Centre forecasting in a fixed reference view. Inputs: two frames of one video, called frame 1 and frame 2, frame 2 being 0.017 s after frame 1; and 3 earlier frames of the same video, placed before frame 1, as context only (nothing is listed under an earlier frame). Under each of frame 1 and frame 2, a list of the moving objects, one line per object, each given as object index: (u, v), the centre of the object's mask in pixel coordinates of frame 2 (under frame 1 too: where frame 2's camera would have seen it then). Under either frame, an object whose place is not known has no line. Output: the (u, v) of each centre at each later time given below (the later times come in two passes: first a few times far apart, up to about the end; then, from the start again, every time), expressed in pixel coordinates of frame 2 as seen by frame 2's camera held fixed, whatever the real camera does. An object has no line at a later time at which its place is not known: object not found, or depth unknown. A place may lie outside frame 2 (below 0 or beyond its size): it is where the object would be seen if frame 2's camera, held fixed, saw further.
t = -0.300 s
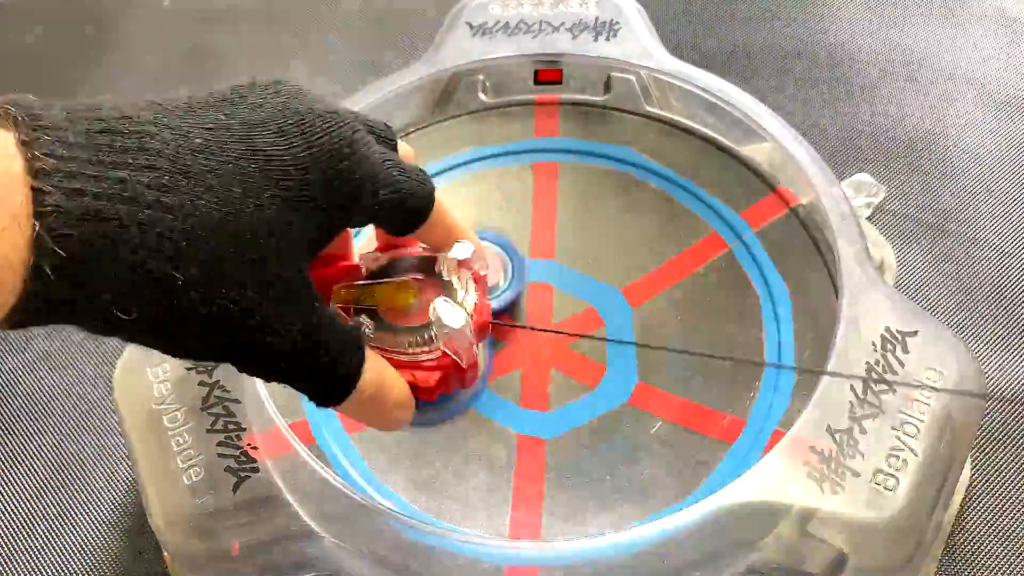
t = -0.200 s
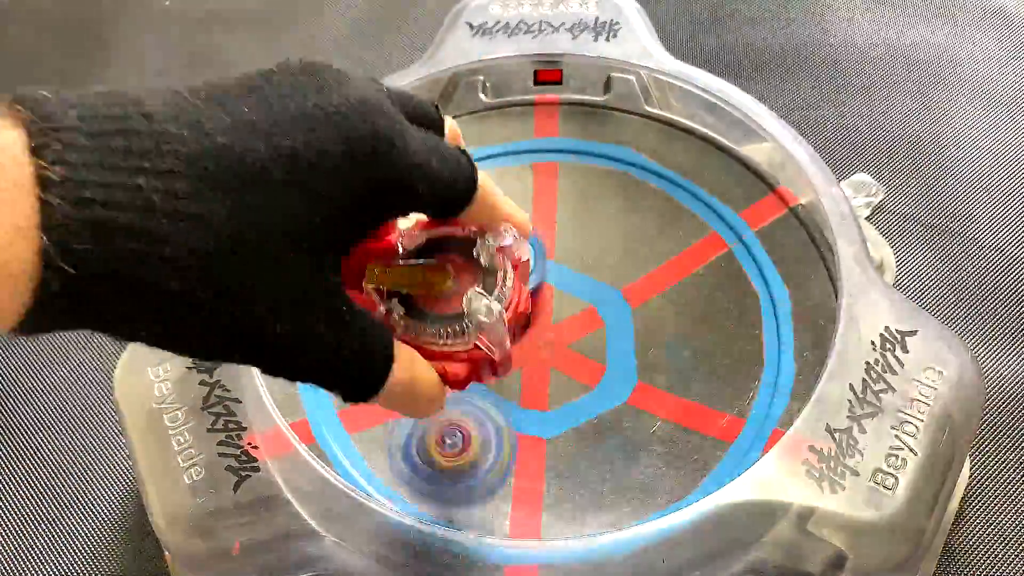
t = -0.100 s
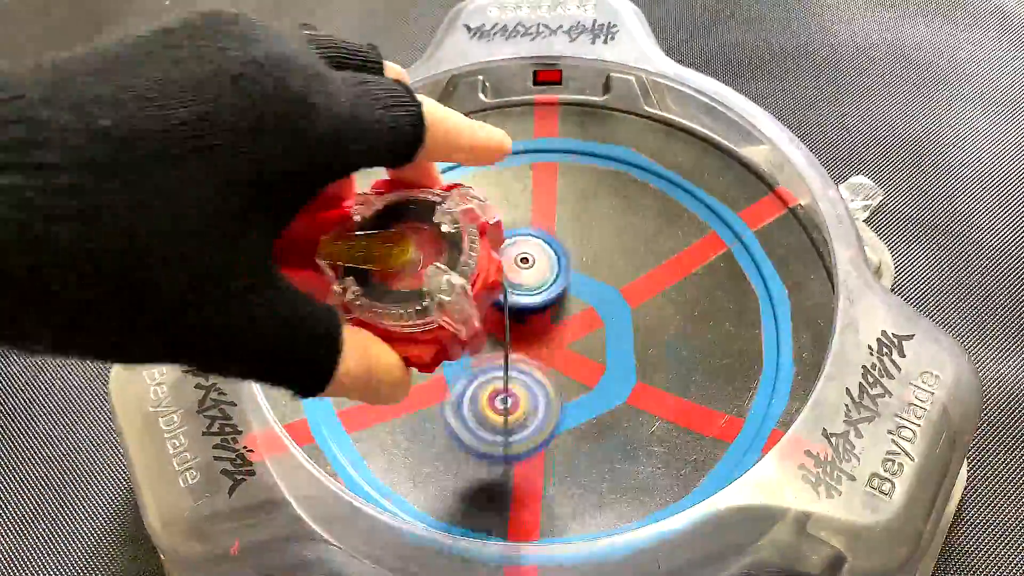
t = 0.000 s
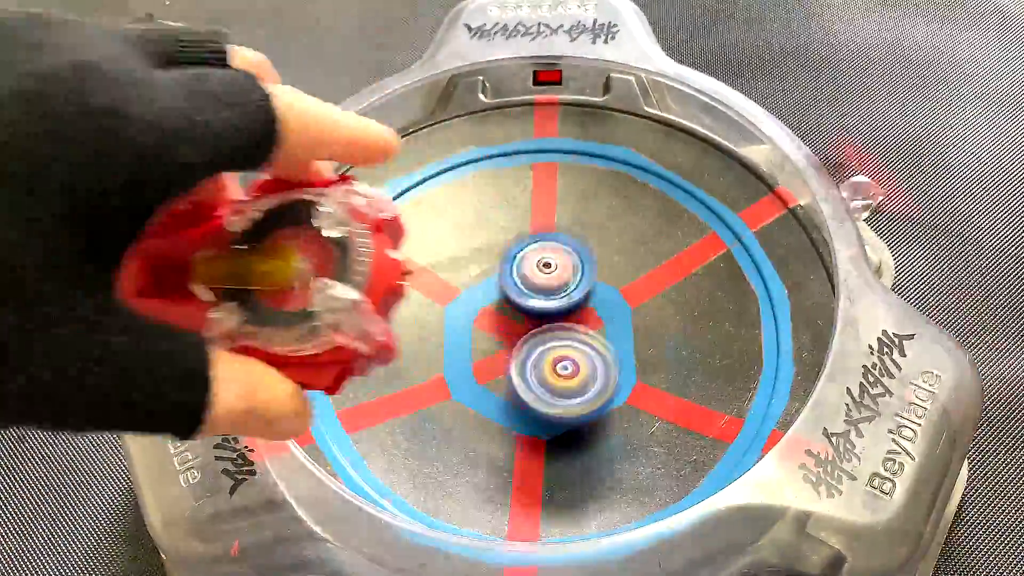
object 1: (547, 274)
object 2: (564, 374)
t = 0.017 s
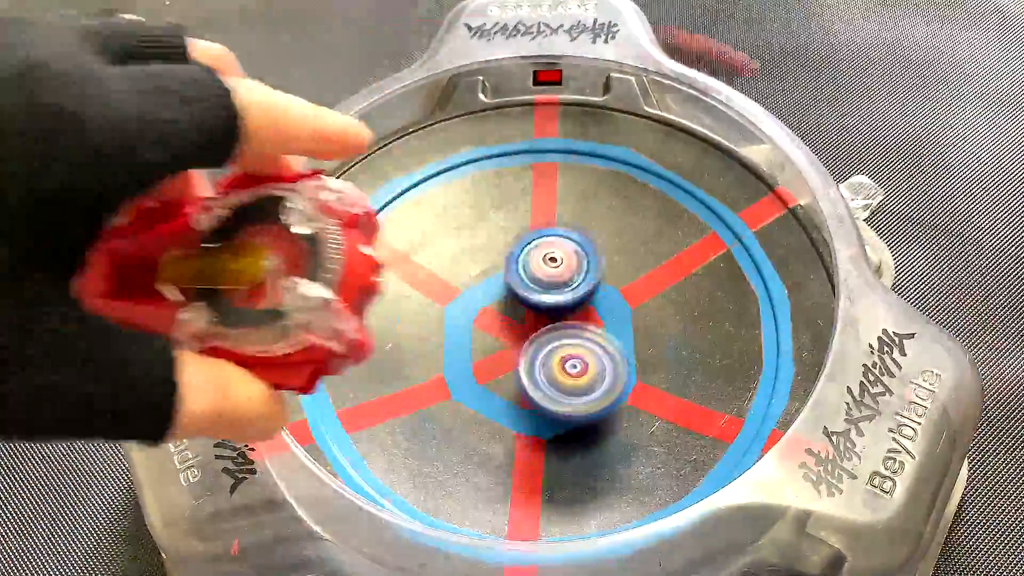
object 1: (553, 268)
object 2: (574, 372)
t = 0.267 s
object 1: (594, 202)
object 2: (600, 311)
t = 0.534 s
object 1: (617, 277)
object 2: (432, 330)
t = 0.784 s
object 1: (546, 348)
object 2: (499, 466)
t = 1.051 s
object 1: (493, 301)
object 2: (747, 278)
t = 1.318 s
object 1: (536, 281)
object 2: (459, 138)
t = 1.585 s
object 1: (522, 305)
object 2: (506, 502)
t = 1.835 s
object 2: (698, 176)
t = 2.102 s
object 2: (307, 319)
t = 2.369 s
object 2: (739, 412)
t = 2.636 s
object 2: (518, 128)
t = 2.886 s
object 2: (342, 421)
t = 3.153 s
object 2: (768, 363)
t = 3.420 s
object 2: (506, 131)
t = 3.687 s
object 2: (330, 408)
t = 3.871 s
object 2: (639, 485)
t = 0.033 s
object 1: (557, 262)
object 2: (581, 369)
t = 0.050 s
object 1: (562, 258)
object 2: (588, 362)
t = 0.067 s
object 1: (566, 254)
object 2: (594, 355)
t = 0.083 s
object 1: (570, 250)
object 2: (599, 346)
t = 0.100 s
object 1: (574, 248)
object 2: (604, 336)
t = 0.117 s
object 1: (577, 245)
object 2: (608, 329)
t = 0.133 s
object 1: (581, 239)
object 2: (611, 325)
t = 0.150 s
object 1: (583, 234)
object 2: (613, 320)
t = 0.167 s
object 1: (586, 229)
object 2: (613, 316)
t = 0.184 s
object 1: (588, 224)
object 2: (613, 313)
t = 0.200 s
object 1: (590, 221)
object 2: (611, 310)
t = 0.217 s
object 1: (592, 216)
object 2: (609, 308)
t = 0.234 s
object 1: (593, 209)
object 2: (607, 310)
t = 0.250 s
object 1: (593, 206)
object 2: (604, 311)
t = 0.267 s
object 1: (594, 202)
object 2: (600, 311)
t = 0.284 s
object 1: (595, 201)
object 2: (594, 311)
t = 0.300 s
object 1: (596, 200)
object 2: (587, 309)
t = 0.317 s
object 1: (598, 200)
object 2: (578, 308)
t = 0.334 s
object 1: (600, 201)
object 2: (570, 307)
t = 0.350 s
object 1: (602, 204)
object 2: (562, 306)
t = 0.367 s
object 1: (603, 208)
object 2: (549, 304)
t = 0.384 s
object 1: (606, 211)
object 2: (539, 302)
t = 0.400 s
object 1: (608, 216)
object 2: (526, 302)
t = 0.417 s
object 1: (611, 222)
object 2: (512, 303)
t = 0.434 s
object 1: (613, 229)
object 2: (499, 305)
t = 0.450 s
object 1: (616, 235)
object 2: (486, 307)
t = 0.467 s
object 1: (618, 243)
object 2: (474, 311)
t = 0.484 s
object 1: (619, 250)
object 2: (461, 315)
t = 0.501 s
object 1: (618, 260)
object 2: (450, 320)
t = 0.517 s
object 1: (618, 267)
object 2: (442, 324)
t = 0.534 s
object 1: (617, 277)
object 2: (432, 330)
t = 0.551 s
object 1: (615, 285)
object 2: (424, 337)
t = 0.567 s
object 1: (612, 294)
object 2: (418, 345)
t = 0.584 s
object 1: (610, 302)
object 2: (412, 354)
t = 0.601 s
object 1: (606, 310)
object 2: (408, 363)
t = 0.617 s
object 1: (602, 317)
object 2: (406, 372)
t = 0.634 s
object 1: (598, 324)
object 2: (406, 383)
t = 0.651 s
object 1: (594, 329)
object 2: (408, 393)
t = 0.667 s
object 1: (589, 332)
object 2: (411, 405)
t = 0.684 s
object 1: (584, 335)
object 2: (418, 415)
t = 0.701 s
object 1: (580, 339)
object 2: (426, 427)
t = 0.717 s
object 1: (571, 343)
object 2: (436, 436)
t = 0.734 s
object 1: (564, 346)
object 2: (449, 447)
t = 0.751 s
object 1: (557, 348)
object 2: (463, 454)
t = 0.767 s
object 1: (552, 349)
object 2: (481, 461)
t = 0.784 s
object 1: (546, 348)
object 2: (499, 466)
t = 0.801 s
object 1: (541, 347)
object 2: (520, 469)
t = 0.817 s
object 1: (536, 346)
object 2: (542, 470)
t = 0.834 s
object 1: (531, 344)
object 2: (564, 469)
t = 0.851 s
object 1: (526, 342)
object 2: (589, 468)
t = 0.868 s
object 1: (521, 340)
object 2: (610, 462)
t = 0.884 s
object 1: (517, 337)
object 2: (635, 456)
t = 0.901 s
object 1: (514, 335)
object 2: (655, 443)
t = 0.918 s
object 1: (510, 332)
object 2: (674, 425)
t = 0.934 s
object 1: (507, 329)
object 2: (691, 412)
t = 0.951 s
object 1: (503, 325)
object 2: (706, 395)
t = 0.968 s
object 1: (500, 320)
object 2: (717, 376)
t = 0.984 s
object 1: (497, 316)
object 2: (726, 359)
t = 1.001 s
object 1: (494, 312)
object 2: (736, 339)
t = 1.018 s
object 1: (494, 309)
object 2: (744, 319)
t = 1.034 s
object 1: (493, 305)
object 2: (746, 298)
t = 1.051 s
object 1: (493, 301)
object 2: (747, 278)
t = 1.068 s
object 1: (494, 297)
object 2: (743, 259)
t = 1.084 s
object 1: (496, 294)
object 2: (739, 238)
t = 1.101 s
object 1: (497, 291)
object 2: (732, 219)
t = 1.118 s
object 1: (500, 288)
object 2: (721, 202)
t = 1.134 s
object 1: (503, 286)
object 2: (708, 184)
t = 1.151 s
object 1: (505, 285)
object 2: (696, 171)
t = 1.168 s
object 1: (508, 283)
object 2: (679, 159)
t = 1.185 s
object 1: (511, 282)
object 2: (659, 151)
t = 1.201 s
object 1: (515, 281)
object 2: (636, 142)
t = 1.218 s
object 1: (518, 281)
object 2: (613, 136)
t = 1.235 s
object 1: (521, 281)
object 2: (590, 130)
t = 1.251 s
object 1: (525, 281)
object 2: (566, 125)
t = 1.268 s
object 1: (527, 281)
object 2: (540, 124)
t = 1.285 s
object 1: (530, 281)
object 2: (514, 127)
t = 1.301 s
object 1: (533, 281)
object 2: (486, 130)
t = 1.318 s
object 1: (536, 281)
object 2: (459, 138)
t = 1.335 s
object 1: (537, 282)
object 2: (432, 149)
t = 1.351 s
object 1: (539, 282)
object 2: (406, 165)
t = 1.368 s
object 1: (540, 283)
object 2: (380, 181)
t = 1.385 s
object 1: (541, 283)
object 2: (358, 202)
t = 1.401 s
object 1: (541, 283)
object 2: (338, 226)
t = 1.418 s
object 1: (540, 284)
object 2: (322, 253)
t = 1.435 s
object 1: (540, 285)
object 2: (311, 284)
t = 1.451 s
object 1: (539, 287)
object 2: (304, 318)
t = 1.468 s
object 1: (536, 289)
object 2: (308, 353)
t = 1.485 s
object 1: (534, 291)
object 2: (319, 386)
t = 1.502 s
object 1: (532, 294)
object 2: (337, 414)
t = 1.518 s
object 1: (529, 297)
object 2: (363, 441)
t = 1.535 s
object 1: (527, 299)
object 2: (398, 467)
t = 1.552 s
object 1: (525, 301)
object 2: (429, 483)
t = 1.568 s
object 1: (524, 303)
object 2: (465, 494)
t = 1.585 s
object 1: (522, 305)
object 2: (506, 502)
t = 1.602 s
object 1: (520, 307)
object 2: (547, 503)
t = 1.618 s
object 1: (518, 309)
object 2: (592, 497)
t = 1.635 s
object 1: (516, 311)
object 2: (628, 486)
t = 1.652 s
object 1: (515, 312)
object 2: (664, 472)
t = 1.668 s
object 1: (513, 314)
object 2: (698, 451)
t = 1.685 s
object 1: (513, 314)
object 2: (725, 425)
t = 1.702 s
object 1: (512, 316)
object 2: (749, 396)
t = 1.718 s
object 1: (511, 317)
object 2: (764, 366)
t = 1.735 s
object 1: (510, 317)
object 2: (772, 336)
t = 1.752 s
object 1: (510, 317)
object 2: (775, 302)
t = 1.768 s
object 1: (510, 317)
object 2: (769, 274)
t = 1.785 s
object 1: (510, 318)
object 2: (757, 244)
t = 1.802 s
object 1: (510, 318)
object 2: (739, 217)
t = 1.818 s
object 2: (721, 194)
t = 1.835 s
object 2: (698, 176)
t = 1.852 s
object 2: (671, 160)
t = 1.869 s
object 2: (644, 145)
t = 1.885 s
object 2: (614, 136)
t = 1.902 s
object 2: (582, 128)
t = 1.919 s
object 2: (551, 126)
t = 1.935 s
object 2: (518, 127)
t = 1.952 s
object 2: (487, 132)
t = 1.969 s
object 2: (457, 140)
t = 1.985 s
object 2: (428, 152)
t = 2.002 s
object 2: (400, 169)
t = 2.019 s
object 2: (376, 185)
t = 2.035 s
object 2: (353, 208)
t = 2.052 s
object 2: (335, 231)
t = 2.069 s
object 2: (320, 259)
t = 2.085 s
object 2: (312, 287)
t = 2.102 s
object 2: (307, 319)
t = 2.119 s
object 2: (309, 351)
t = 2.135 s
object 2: (316, 377)
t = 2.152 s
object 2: (334, 407)
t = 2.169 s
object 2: (351, 431)
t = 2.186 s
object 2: (380, 454)
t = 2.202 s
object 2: (411, 472)
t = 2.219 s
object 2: (443, 486)
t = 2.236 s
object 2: (476, 497)
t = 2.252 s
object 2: (512, 502)
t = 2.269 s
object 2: (555, 503)
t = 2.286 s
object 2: (592, 497)
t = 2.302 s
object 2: (623, 489)
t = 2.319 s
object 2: (656, 477)
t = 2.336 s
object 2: (688, 460)
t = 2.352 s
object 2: (715, 439)
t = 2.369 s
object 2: (739, 412)
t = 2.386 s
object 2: (756, 387)
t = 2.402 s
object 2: (768, 358)
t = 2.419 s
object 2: (775, 329)
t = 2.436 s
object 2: (777, 302)
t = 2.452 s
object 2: (771, 273)
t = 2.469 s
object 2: (760, 248)
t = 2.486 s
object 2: (745, 224)
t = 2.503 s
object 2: (728, 201)
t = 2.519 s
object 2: (708, 182)
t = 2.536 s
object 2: (686, 167)
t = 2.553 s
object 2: (659, 154)
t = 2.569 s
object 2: (633, 141)
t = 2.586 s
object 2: (605, 132)
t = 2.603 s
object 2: (577, 128)
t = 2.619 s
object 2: (547, 127)
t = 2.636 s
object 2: (518, 128)
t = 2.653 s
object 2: (488, 133)
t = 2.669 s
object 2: (459, 141)
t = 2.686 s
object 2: (433, 151)
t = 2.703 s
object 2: (410, 164)
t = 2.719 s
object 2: (385, 179)
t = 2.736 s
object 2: (364, 197)
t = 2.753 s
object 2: (347, 220)
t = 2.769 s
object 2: (331, 242)
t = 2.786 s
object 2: (319, 268)
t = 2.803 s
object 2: (312, 291)
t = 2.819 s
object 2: (307, 319)
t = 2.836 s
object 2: (307, 348)
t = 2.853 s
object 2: (315, 372)
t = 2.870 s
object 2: (325, 396)
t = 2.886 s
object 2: (342, 421)
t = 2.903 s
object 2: (363, 442)
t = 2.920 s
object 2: (386, 463)
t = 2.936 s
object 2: (411, 479)
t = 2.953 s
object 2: (443, 490)
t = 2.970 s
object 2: (470, 498)
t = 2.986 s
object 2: (502, 500)
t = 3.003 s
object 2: (537, 502)
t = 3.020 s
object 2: (577, 501)
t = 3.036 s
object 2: (607, 496)
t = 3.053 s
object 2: (639, 486)
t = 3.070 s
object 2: (668, 473)
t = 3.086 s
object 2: (696, 457)
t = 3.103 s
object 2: (718, 439)
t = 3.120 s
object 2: (741, 412)
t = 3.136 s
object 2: (756, 389)
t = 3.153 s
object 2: (768, 363)
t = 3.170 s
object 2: (775, 339)
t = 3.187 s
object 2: (778, 312)
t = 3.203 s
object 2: (773, 284)
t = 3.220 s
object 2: (766, 261)
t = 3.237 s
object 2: (756, 238)
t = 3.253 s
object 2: (739, 216)
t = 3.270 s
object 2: (723, 197)
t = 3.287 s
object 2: (704, 181)
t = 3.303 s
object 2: (682, 166)
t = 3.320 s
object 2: (659, 155)
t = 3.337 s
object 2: (636, 143)
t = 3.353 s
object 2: (610, 136)
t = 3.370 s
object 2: (583, 132)
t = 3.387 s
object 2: (558, 128)
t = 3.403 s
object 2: (531, 128)
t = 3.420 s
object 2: (506, 131)
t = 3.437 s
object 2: (478, 137)
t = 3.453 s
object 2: (454, 144)
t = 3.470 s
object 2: (431, 152)
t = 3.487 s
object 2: (407, 165)
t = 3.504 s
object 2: (387, 178)
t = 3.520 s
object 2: (368, 193)
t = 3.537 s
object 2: (352, 212)
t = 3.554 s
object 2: (337, 231)
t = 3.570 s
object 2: (325, 251)
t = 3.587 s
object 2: (315, 273)
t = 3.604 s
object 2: (308, 294)
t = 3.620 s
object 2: (304, 321)
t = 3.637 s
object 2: (306, 340)
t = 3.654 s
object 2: (312, 368)
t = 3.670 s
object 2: (320, 390)
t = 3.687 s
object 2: (330, 408)
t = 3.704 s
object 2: (347, 429)
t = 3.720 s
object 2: (368, 448)
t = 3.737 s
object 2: (391, 465)
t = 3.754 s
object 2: (412, 477)
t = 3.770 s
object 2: (445, 491)
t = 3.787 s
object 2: (471, 498)
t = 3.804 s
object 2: (505, 506)
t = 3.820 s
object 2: (543, 507)
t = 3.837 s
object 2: (575, 502)
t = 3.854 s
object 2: (606, 495)
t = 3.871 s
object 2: (639, 485)
